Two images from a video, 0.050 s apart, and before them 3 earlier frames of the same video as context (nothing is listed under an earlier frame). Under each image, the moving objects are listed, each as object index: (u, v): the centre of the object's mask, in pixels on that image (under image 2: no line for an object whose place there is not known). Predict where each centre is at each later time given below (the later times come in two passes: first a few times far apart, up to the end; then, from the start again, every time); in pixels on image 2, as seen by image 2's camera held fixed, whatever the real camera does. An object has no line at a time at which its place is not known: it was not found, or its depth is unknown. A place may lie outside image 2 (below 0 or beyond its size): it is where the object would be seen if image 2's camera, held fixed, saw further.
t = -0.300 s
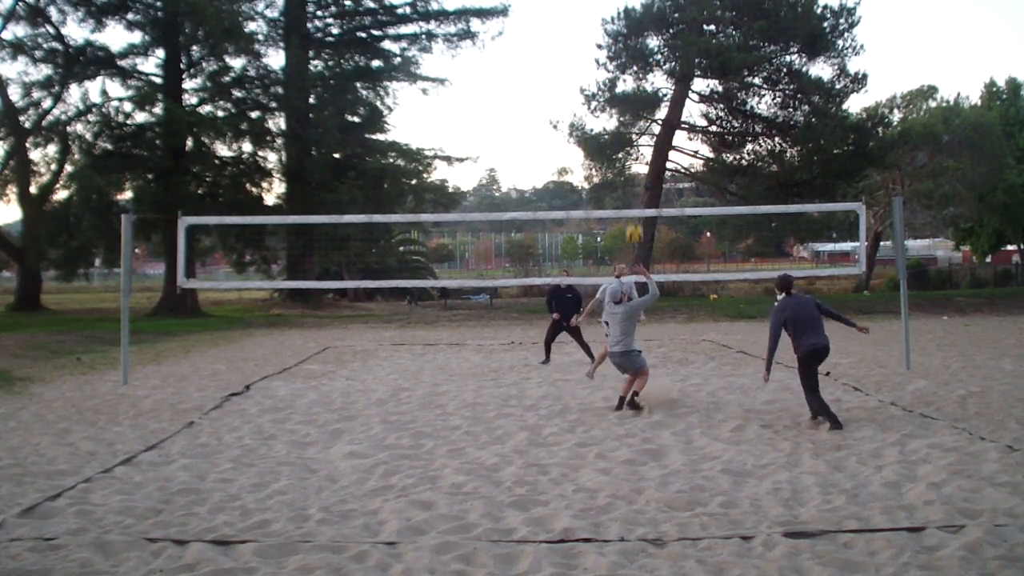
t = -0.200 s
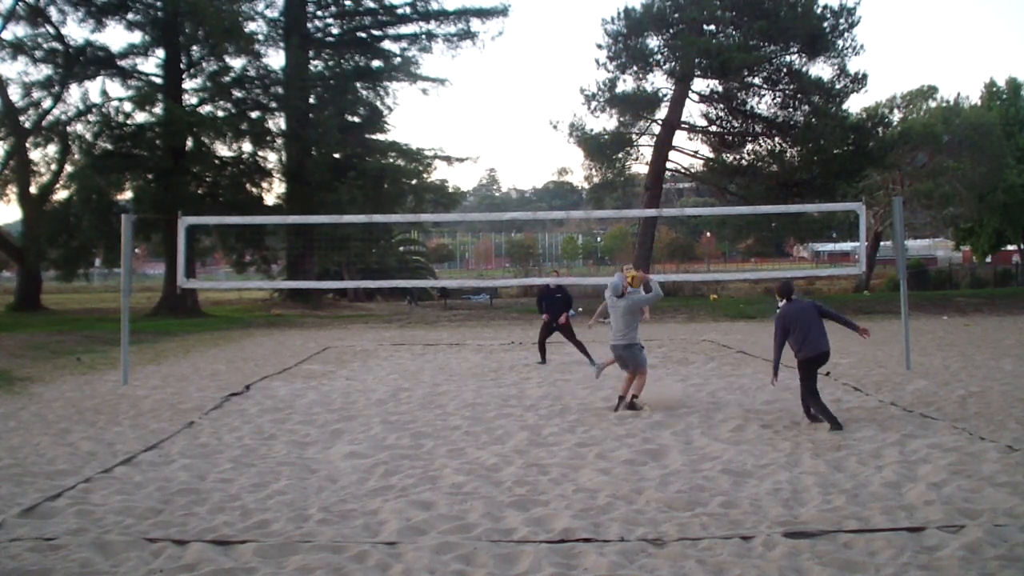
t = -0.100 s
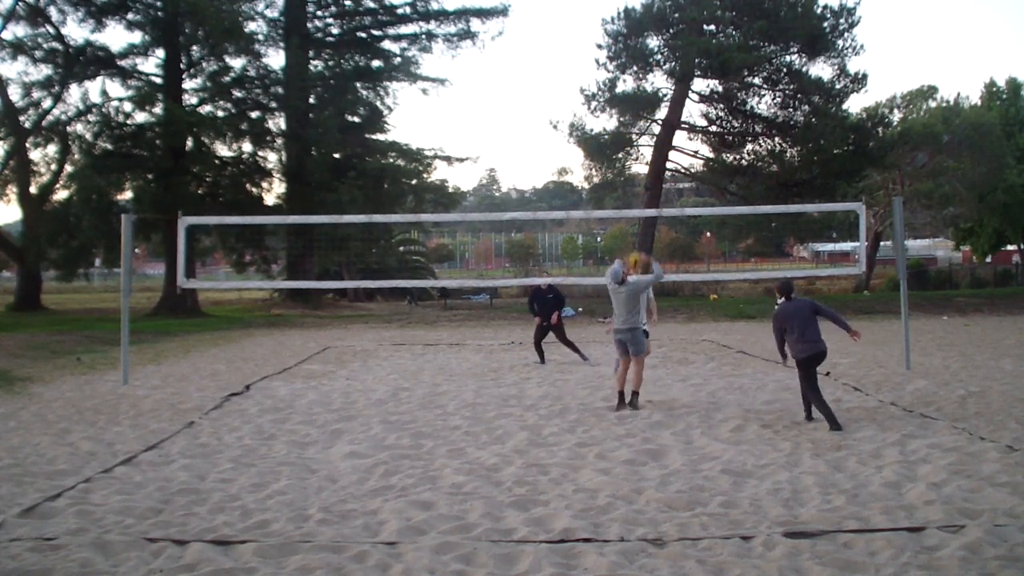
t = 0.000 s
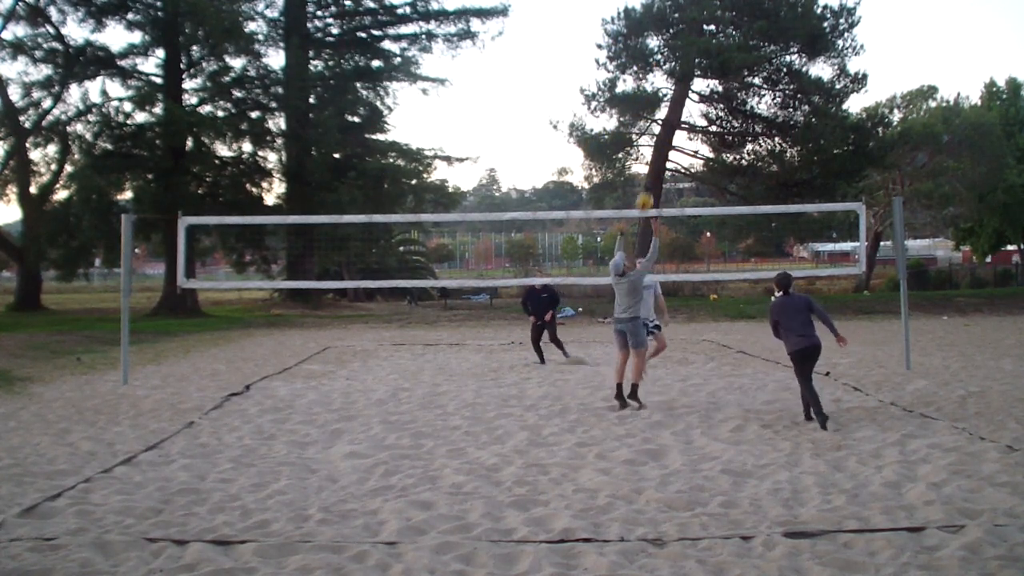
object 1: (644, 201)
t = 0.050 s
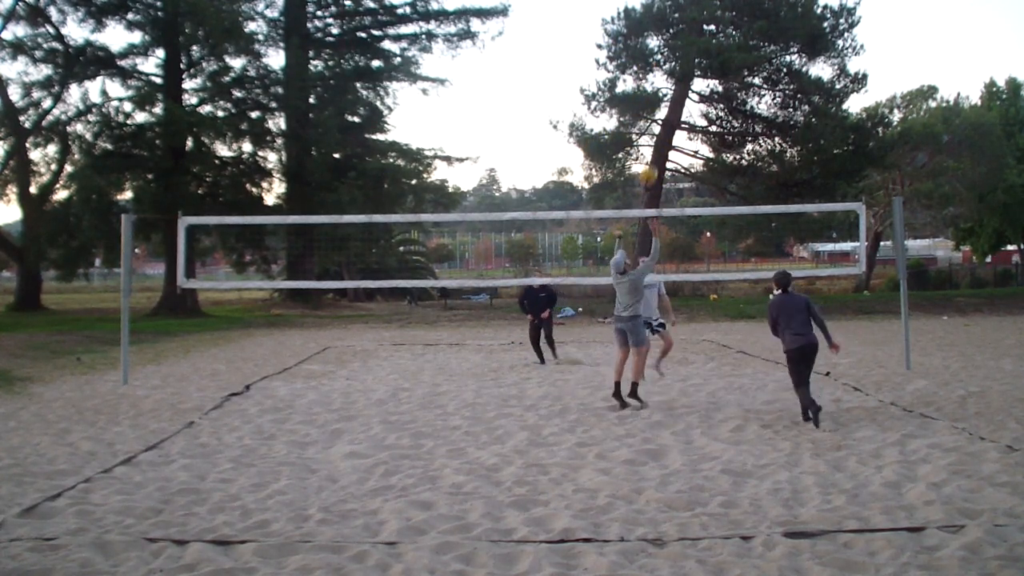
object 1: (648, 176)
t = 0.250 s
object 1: (665, 89)
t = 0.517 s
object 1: (687, 26)
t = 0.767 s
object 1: (707, 20)
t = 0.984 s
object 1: (726, 51)
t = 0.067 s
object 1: (650, 166)
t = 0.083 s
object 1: (652, 158)
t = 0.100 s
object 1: (654, 149)
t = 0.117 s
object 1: (654, 142)
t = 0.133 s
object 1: (656, 134)
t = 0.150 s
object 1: (658, 127)
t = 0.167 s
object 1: (658, 119)
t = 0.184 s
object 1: (659, 112)
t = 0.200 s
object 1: (659, 106)
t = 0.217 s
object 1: (661, 100)
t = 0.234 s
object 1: (662, 95)
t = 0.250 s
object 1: (665, 89)
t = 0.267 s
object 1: (667, 82)
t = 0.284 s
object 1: (669, 77)
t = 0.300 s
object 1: (670, 71)
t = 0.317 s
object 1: (671, 67)
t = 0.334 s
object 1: (673, 61)
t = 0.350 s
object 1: (673, 57)
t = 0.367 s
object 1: (674, 54)
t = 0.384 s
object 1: (676, 50)
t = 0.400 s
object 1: (677, 46)
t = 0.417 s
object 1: (678, 43)
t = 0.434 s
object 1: (680, 40)
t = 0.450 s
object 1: (681, 36)
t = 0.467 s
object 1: (683, 33)
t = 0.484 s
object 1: (684, 30)
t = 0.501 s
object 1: (685, 28)
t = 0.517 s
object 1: (687, 26)
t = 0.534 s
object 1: (688, 24)
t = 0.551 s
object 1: (689, 22)
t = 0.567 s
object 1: (690, 21)
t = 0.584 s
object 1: (692, 19)
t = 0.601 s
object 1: (694, 18)
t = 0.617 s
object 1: (695, 17)
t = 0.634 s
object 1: (696, 17)
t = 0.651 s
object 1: (698, 16)
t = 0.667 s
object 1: (699, 16)
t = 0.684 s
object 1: (700, 16)
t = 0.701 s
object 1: (702, 17)
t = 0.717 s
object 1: (703, 17)
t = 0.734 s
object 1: (705, 17)
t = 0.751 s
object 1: (706, 18)
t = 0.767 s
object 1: (707, 20)
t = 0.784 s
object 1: (709, 20)
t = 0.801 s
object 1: (710, 22)
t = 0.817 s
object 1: (712, 24)
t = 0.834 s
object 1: (713, 25)
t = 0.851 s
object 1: (713, 27)
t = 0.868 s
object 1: (716, 29)
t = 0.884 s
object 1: (718, 32)
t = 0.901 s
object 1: (719, 35)
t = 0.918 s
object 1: (720, 37)
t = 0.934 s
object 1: (721, 40)
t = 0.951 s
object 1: (723, 43)
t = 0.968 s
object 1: (724, 47)
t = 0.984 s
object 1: (726, 51)
